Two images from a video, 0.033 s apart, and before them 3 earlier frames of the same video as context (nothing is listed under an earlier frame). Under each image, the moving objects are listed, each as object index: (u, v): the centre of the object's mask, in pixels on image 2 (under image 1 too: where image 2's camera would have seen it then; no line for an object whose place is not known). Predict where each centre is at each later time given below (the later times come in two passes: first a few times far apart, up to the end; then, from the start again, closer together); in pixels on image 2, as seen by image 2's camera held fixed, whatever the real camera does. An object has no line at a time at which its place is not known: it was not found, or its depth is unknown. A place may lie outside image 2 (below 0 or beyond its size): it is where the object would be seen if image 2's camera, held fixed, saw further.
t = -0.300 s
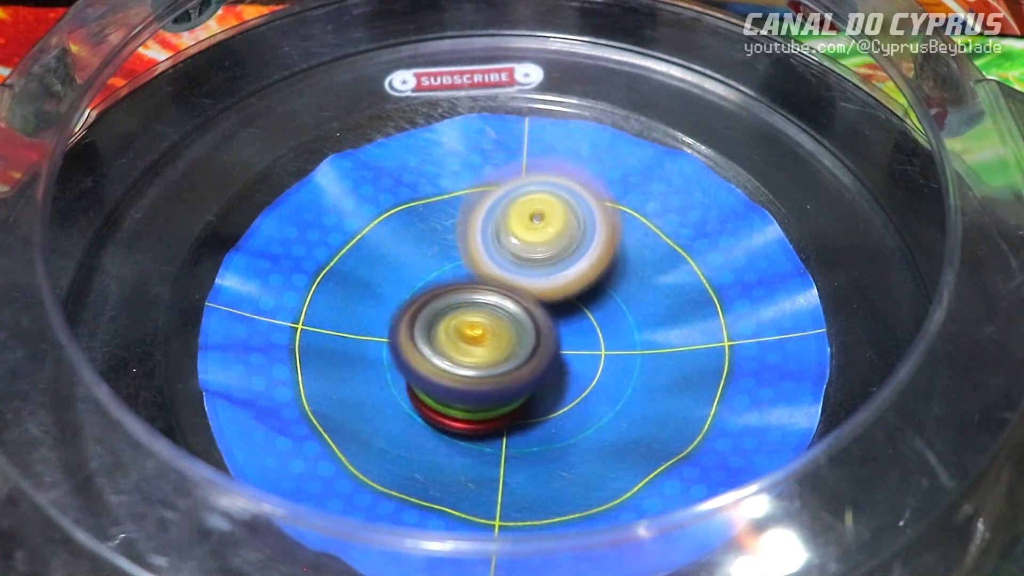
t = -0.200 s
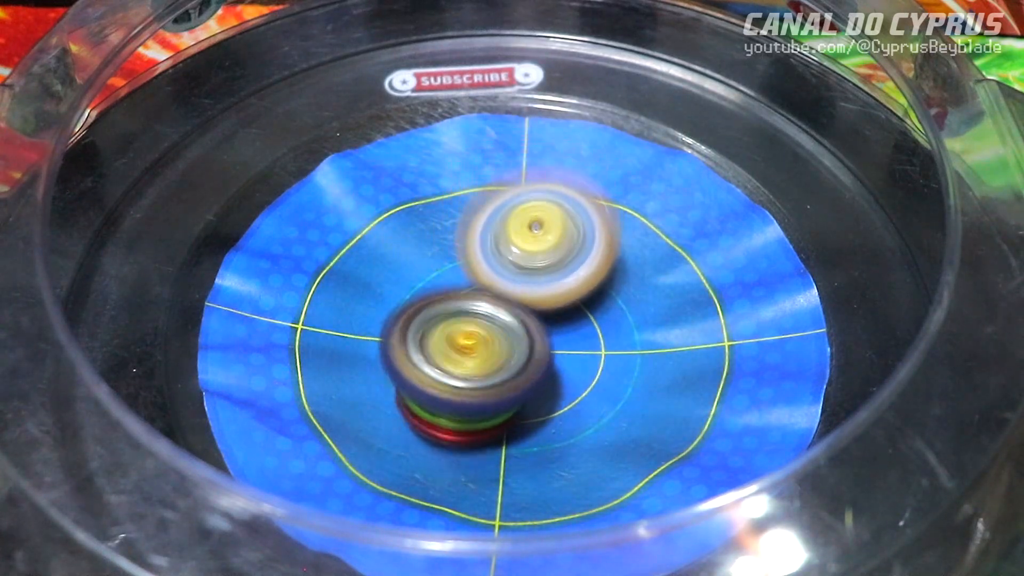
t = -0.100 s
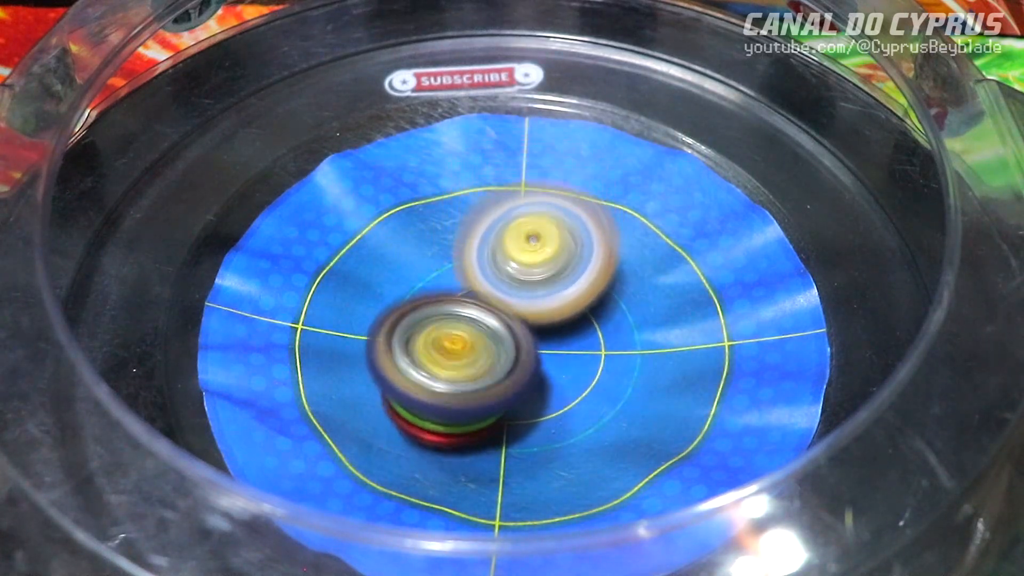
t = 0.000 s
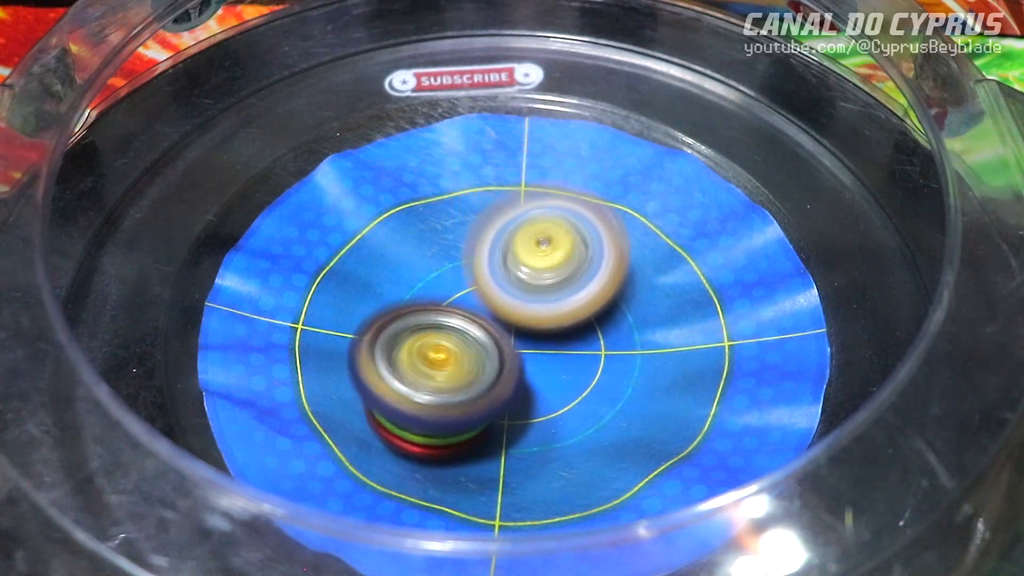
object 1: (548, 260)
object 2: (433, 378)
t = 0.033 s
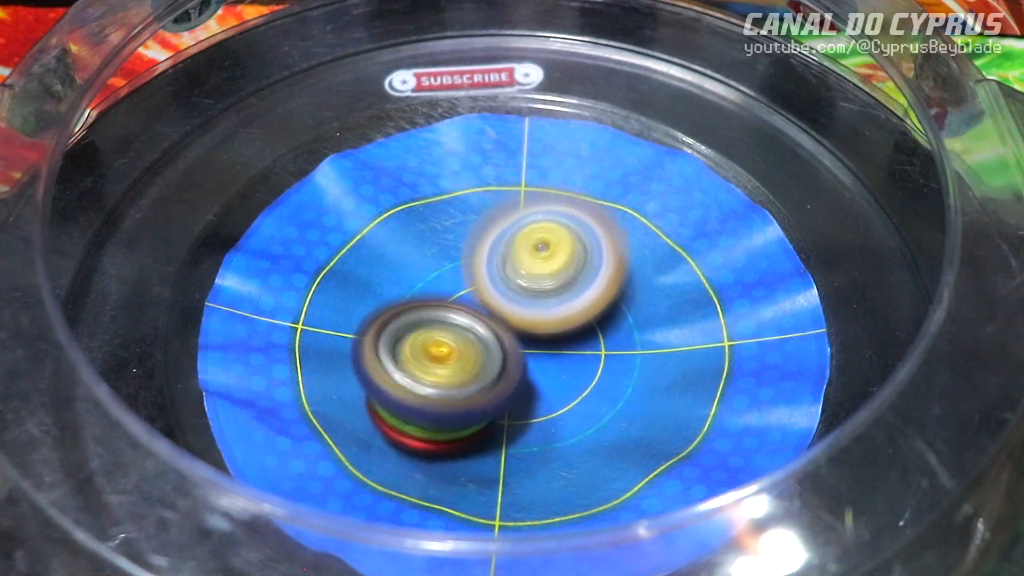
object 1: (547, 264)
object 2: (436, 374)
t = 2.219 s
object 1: (448, 409)
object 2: (519, 233)
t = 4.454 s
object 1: (581, 294)
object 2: (428, 336)
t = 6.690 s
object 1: (464, 239)
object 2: (522, 359)
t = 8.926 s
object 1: (424, 251)
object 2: (543, 327)
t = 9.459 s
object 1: (555, 242)
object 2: (473, 347)
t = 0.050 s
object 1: (548, 264)
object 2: (438, 370)
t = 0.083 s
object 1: (554, 264)
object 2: (428, 372)
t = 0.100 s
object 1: (558, 263)
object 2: (423, 374)
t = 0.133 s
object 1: (559, 263)
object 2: (418, 372)
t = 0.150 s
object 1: (560, 264)
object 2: (417, 369)
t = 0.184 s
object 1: (561, 267)
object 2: (419, 365)
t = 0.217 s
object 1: (559, 269)
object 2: (425, 356)
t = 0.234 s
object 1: (561, 270)
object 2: (423, 356)
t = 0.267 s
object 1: (570, 268)
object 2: (414, 359)
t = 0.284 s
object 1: (571, 268)
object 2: (413, 360)
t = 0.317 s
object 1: (573, 270)
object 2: (414, 360)
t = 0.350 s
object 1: (574, 271)
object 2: (419, 360)
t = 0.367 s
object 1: (573, 273)
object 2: (421, 359)
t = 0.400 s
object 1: (575, 278)
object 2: (428, 357)
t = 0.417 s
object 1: (578, 279)
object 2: (426, 356)
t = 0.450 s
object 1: (581, 280)
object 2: (427, 355)
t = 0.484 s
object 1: (584, 284)
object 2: (429, 352)
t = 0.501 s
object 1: (587, 283)
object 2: (427, 353)
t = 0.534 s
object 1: (590, 282)
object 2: (423, 353)
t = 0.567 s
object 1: (590, 283)
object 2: (424, 352)
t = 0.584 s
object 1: (589, 284)
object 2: (425, 351)
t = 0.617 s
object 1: (587, 286)
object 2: (425, 348)
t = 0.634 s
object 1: (588, 288)
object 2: (424, 347)
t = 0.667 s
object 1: (590, 288)
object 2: (420, 346)
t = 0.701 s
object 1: (589, 290)
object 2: (420, 343)
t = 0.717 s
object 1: (589, 291)
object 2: (420, 342)
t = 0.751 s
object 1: (586, 293)
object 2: (418, 340)
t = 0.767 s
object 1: (589, 293)
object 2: (411, 339)
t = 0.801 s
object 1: (595, 292)
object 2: (401, 338)
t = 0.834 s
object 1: (595, 293)
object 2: (399, 337)
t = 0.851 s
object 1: (593, 294)
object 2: (400, 336)
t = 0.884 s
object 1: (589, 296)
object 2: (407, 335)
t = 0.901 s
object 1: (585, 298)
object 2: (412, 333)
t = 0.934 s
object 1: (586, 299)
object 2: (409, 331)
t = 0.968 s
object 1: (602, 294)
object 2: (389, 328)
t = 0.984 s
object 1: (606, 293)
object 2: (383, 327)
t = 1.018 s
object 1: (609, 293)
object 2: (378, 323)
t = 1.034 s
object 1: (608, 293)
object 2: (377, 321)
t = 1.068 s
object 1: (604, 294)
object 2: (380, 317)
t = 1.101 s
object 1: (596, 296)
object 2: (385, 312)
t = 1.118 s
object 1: (590, 297)
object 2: (389, 309)
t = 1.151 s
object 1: (581, 301)
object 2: (397, 305)
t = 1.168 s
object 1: (574, 302)
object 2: (401, 302)
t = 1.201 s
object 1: (580, 304)
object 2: (390, 295)
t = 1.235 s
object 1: (582, 307)
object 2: (380, 288)
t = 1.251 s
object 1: (581, 309)
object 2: (379, 286)
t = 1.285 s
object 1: (577, 313)
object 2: (380, 281)
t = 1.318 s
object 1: (570, 317)
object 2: (385, 277)
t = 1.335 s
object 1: (568, 320)
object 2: (389, 275)
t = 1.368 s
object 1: (560, 326)
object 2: (399, 273)
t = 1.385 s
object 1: (558, 329)
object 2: (404, 272)
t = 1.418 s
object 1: (552, 335)
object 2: (415, 271)
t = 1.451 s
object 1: (549, 342)
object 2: (421, 268)
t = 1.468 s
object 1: (550, 346)
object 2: (418, 264)
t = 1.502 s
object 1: (547, 348)
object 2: (418, 259)
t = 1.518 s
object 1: (546, 350)
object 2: (419, 257)
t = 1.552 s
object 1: (538, 354)
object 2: (423, 257)
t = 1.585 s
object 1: (535, 359)
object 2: (425, 254)
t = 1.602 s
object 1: (532, 361)
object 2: (426, 252)
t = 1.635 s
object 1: (526, 363)
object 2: (432, 251)
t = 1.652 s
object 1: (524, 364)
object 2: (435, 250)
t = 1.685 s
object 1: (523, 371)
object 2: (438, 243)
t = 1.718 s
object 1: (520, 376)
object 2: (441, 236)
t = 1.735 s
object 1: (516, 377)
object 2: (444, 235)
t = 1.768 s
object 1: (512, 377)
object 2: (451, 236)
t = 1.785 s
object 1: (508, 377)
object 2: (456, 238)
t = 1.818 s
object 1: (504, 376)
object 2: (465, 242)
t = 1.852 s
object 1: (499, 380)
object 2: (472, 242)
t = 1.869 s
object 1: (497, 381)
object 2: (474, 241)
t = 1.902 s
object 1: (493, 381)
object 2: (481, 243)
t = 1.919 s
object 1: (490, 382)
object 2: (483, 244)
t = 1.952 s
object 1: (487, 388)
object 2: (488, 237)
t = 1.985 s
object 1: (486, 389)
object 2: (492, 234)
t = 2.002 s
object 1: (484, 390)
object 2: (494, 235)
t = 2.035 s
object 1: (480, 389)
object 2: (496, 235)
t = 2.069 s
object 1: (476, 386)
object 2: (500, 242)
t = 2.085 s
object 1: (474, 385)
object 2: (500, 244)
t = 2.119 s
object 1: (469, 388)
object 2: (504, 247)
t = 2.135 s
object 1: (461, 397)
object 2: (507, 240)
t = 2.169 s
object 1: (454, 406)
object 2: (514, 234)
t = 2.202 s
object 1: (449, 409)
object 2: (517, 232)
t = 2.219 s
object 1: (448, 409)
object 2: (519, 233)
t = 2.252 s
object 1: (446, 409)
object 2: (520, 236)
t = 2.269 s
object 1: (446, 408)
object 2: (521, 240)
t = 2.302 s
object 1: (442, 406)
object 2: (521, 245)
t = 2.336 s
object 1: (442, 401)
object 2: (522, 253)
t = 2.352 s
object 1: (443, 393)
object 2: (520, 257)
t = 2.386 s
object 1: (442, 388)
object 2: (520, 265)
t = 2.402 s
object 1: (438, 388)
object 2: (519, 266)
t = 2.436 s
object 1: (431, 389)
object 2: (522, 262)
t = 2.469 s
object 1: (426, 385)
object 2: (523, 261)
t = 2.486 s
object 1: (426, 384)
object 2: (523, 261)
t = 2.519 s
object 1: (425, 379)
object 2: (522, 262)
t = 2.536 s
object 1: (426, 377)
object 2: (522, 263)
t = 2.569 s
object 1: (409, 384)
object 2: (531, 252)
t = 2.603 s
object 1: (391, 395)
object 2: (550, 234)
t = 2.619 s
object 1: (386, 397)
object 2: (556, 227)
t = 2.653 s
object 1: (381, 396)
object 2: (566, 222)
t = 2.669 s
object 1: (380, 396)
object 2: (569, 222)
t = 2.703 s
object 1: (379, 392)
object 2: (576, 223)
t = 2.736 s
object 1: (381, 389)
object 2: (580, 226)
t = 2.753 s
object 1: (381, 386)
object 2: (583, 228)
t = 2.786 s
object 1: (383, 382)
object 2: (586, 234)
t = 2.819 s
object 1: (386, 376)
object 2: (587, 239)
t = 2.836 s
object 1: (388, 372)
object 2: (588, 243)
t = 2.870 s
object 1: (391, 365)
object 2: (587, 251)
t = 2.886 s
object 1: (394, 361)
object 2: (587, 256)
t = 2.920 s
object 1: (398, 354)
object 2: (583, 264)
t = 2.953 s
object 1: (400, 347)
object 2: (579, 272)
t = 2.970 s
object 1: (404, 343)
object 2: (574, 275)
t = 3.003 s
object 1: (404, 338)
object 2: (567, 283)
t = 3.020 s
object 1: (405, 333)
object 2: (567, 286)
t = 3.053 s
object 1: (399, 326)
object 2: (575, 288)
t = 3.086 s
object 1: (399, 320)
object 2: (574, 291)
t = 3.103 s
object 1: (399, 317)
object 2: (572, 294)
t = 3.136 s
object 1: (401, 310)
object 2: (566, 300)
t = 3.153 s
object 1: (402, 307)
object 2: (562, 304)
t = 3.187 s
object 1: (401, 301)
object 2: (557, 308)
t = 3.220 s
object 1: (397, 296)
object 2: (568, 312)
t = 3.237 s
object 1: (396, 294)
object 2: (571, 315)
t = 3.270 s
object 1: (398, 290)
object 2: (571, 319)
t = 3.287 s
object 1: (399, 288)
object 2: (570, 322)
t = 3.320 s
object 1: (405, 283)
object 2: (566, 327)
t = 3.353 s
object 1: (410, 279)
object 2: (563, 333)
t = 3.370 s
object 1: (412, 275)
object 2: (562, 336)
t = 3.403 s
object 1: (415, 269)
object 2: (563, 341)
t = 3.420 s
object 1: (415, 266)
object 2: (561, 343)
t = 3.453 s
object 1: (421, 262)
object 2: (558, 348)
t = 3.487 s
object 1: (427, 260)
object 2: (553, 352)
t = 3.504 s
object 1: (430, 257)
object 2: (550, 354)
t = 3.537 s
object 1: (435, 253)
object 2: (543, 357)
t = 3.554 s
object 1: (437, 251)
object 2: (540, 358)
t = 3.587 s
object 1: (443, 248)
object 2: (533, 359)
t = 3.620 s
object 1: (446, 246)
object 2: (527, 363)
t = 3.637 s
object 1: (450, 244)
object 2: (525, 364)
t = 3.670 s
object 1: (456, 242)
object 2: (519, 364)
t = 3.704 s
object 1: (461, 238)
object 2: (510, 364)
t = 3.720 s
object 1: (466, 237)
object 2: (507, 364)
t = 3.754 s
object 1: (471, 236)
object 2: (501, 365)
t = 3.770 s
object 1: (474, 235)
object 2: (498, 365)
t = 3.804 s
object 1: (479, 235)
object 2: (492, 367)
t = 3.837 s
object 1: (483, 234)
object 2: (487, 368)
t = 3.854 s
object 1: (488, 237)
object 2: (484, 367)
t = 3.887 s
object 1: (494, 238)
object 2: (477, 365)
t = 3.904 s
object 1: (498, 238)
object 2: (474, 364)
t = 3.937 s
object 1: (506, 237)
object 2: (469, 361)
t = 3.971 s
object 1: (511, 238)
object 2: (465, 359)
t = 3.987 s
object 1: (515, 238)
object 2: (464, 359)
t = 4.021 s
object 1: (521, 239)
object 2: (460, 358)
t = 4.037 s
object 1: (524, 239)
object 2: (458, 358)
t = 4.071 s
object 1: (532, 242)
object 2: (455, 356)
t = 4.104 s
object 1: (538, 244)
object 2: (452, 355)
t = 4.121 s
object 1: (543, 245)
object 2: (452, 354)
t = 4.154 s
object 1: (550, 250)
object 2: (450, 352)
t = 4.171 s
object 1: (552, 251)
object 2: (448, 351)
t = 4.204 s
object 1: (558, 255)
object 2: (445, 349)
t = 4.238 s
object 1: (561, 259)
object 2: (442, 346)
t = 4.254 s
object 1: (563, 261)
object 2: (442, 345)
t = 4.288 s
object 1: (568, 265)
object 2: (441, 343)
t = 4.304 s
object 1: (568, 265)
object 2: (440, 342)
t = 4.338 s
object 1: (572, 270)
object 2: (437, 342)
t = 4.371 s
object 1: (577, 275)
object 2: (434, 340)
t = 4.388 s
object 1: (578, 277)
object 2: (434, 339)
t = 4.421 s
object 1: (580, 285)
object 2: (432, 338)
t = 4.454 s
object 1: (581, 294)
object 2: (428, 336)
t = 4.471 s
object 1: (582, 297)
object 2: (428, 335)
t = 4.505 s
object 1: (583, 304)
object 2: (427, 332)
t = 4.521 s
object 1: (582, 307)
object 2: (426, 332)
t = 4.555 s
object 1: (586, 314)
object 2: (418, 329)
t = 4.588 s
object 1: (588, 320)
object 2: (413, 326)
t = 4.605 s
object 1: (586, 322)
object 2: (411, 324)
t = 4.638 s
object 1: (584, 327)
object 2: (411, 321)
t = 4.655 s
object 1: (583, 331)
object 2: (410, 318)
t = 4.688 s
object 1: (582, 336)
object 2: (412, 315)
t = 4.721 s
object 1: (580, 341)
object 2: (414, 311)
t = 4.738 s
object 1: (579, 346)
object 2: (416, 310)
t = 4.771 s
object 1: (580, 347)
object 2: (415, 305)
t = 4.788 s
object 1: (589, 351)
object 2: (407, 300)
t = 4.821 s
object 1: (592, 354)
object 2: (401, 292)
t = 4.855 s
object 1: (588, 356)
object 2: (400, 287)
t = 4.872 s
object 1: (588, 359)
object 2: (402, 285)
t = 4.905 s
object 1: (583, 362)
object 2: (409, 281)
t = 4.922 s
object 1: (582, 364)
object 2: (412, 279)
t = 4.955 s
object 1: (576, 367)
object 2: (421, 277)
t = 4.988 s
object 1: (569, 369)
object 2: (430, 277)
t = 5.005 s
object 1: (567, 370)
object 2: (435, 276)
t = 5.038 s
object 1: (563, 371)
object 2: (447, 278)
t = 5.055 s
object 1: (559, 375)
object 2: (450, 277)
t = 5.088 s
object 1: (559, 379)
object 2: (453, 272)
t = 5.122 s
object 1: (553, 381)
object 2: (458, 270)
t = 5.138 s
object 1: (548, 382)
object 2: (461, 270)
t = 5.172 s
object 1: (542, 383)
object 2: (467, 269)
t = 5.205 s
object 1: (538, 390)
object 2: (472, 264)
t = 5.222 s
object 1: (538, 394)
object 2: (473, 257)
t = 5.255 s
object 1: (530, 401)
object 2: (476, 250)
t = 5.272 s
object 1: (530, 408)
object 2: (476, 247)
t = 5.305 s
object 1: (521, 410)
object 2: (479, 246)
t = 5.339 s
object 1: (514, 410)
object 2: (485, 247)
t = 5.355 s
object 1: (511, 409)
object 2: (487, 248)
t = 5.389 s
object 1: (502, 410)
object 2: (492, 251)
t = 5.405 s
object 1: (498, 408)
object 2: (495, 254)
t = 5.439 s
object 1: (491, 402)
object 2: (502, 258)
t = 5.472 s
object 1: (484, 399)
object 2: (506, 262)
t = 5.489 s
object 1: (477, 397)
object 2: (510, 264)
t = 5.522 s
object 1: (470, 395)
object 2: (513, 265)
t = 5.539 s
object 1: (464, 395)
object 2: (518, 264)
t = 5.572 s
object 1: (456, 393)
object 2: (524, 261)
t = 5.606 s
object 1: (448, 388)
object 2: (528, 261)
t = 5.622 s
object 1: (447, 387)
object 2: (529, 262)
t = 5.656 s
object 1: (441, 381)
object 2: (531, 264)
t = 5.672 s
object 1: (438, 378)
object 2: (532, 266)
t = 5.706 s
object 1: (426, 379)
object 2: (535, 266)
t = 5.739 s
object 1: (418, 378)
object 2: (538, 263)
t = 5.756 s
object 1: (414, 375)
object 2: (538, 263)
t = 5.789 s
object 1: (409, 368)
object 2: (538, 264)
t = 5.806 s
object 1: (408, 369)
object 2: (537, 264)
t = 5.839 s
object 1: (404, 361)
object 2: (536, 266)
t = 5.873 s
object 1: (402, 354)
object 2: (535, 271)
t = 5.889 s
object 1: (398, 353)
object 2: (536, 272)
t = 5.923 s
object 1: (388, 350)
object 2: (544, 269)
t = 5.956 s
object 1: (381, 347)
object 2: (551, 266)
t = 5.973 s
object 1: (378, 342)
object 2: (553, 265)
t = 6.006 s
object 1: (378, 337)
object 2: (557, 266)
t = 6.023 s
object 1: (376, 335)
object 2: (559, 266)
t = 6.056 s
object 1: (377, 329)
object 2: (562, 267)
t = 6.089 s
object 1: (377, 324)
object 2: (563, 271)
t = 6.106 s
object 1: (380, 320)
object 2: (563, 271)
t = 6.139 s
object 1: (384, 315)
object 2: (562, 276)
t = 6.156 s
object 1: (385, 311)
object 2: (560, 278)
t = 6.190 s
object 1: (392, 306)
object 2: (556, 283)
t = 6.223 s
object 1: (392, 300)
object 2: (560, 287)
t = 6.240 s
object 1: (389, 299)
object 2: (564, 288)
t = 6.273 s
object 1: (390, 294)
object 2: (566, 293)
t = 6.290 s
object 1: (391, 293)
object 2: (566, 295)
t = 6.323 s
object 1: (398, 289)
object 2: (564, 299)
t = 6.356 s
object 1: (403, 285)
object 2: (561, 304)
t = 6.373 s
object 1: (403, 281)
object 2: (559, 306)
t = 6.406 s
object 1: (409, 275)
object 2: (554, 311)
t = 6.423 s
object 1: (408, 273)
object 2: (554, 315)
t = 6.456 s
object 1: (411, 268)
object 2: (555, 323)
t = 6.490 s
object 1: (418, 263)
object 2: (552, 328)
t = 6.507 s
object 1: (421, 261)
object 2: (551, 331)
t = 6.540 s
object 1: (427, 257)
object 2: (544, 336)
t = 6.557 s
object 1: (431, 256)
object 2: (541, 338)
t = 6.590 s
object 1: (438, 250)
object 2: (537, 347)
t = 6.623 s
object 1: (445, 246)
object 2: (533, 354)
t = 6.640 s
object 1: (452, 242)
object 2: (530, 355)
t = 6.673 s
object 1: (461, 238)
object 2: (524, 358)
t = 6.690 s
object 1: (464, 239)
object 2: (522, 359)
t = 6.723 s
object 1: (473, 236)
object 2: (516, 361)
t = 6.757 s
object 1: (482, 235)
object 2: (508, 361)
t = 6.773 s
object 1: (489, 234)
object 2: (505, 360)
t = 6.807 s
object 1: (499, 232)
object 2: (496, 358)
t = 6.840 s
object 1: (508, 232)
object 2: (489, 355)
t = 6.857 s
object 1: (510, 229)
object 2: (488, 353)
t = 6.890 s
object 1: (514, 228)
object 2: (484, 361)
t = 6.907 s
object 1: (516, 229)
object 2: (483, 364)
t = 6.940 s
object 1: (521, 231)
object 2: (481, 366)
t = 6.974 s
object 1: (528, 238)
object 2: (475, 367)
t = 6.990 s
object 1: (532, 237)
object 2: (473, 367)
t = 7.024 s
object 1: (540, 241)
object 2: (467, 366)
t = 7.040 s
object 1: (543, 244)
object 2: (464, 366)
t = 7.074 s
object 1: (549, 248)
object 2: (459, 364)
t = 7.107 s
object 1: (556, 254)
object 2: (456, 361)
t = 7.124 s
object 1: (560, 257)
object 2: (455, 360)
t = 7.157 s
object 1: (567, 262)
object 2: (453, 356)
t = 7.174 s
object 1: (569, 265)
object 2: (452, 353)
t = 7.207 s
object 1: (574, 269)
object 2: (451, 349)
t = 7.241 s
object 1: (578, 273)
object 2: (451, 345)
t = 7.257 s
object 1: (581, 276)
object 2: (450, 342)
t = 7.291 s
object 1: (583, 282)
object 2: (441, 341)
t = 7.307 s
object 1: (580, 284)
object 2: (436, 339)
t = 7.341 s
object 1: (580, 292)
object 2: (428, 336)
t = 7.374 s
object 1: (578, 302)
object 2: (423, 333)
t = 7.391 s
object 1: (578, 305)
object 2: (422, 332)
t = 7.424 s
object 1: (575, 314)
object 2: (419, 329)
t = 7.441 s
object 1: (573, 318)
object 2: (418, 326)
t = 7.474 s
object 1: (571, 331)
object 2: (415, 323)
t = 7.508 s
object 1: (568, 340)
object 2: (415, 319)
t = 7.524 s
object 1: (568, 342)
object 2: (413, 317)
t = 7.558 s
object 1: (566, 349)
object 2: (412, 312)
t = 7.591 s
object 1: (562, 356)
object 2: (414, 308)
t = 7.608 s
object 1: (561, 362)
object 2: (416, 307)
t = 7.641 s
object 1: (556, 370)
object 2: (420, 303)
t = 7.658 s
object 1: (554, 373)
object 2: (422, 301)
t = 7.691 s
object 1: (549, 380)
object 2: (428, 298)
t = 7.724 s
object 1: (543, 385)
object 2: (434, 295)
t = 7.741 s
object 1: (539, 385)
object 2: (437, 294)
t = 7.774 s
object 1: (533, 389)
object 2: (444, 291)
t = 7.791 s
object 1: (532, 392)
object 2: (447, 288)
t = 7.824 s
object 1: (527, 396)
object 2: (453, 283)
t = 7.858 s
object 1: (521, 399)
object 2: (460, 280)
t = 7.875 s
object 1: (520, 399)
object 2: (463, 278)
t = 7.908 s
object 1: (512, 401)
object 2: (472, 277)
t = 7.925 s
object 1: (505, 401)
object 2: (476, 275)
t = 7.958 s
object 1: (497, 401)
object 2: (484, 274)
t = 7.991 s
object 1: (491, 399)
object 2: (492, 275)
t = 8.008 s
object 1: (488, 399)
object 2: (495, 273)
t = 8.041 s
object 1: (481, 397)
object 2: (503, 273)
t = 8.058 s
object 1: (478, 395)
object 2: (507, 273)
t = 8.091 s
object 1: (472, 393)
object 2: (514, 273)
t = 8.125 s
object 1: (465, 388)
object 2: (521, 277)
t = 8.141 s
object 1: (461, 387)
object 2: (525, 277)
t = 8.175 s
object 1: (446, 387)
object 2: (536, 273)
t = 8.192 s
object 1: (439, 387)
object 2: (539, 272)
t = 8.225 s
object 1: (431, 384)
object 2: (544, 271)
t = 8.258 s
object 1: (422, 380)
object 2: (550, 272)
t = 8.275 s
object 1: (417, 380)
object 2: (553, 273)
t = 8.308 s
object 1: (412, 374)
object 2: (559, 274)
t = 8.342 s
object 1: (406, 367)
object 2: (563, 276)
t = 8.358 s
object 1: (405, 365)
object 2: (565, 276)
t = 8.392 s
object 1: (401, 357)
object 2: (568, 278)
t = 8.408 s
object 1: (400, 355)
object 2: (571, 280)
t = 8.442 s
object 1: (398, 348)
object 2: (572, 282)
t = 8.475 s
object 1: (396, 340)
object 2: (574, 284)
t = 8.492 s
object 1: (395, 336)
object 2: (574, 286)
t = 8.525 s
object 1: (395, 328)
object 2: (574, 289)
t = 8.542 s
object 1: (395, 326)
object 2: (574, 290)
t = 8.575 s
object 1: (398, 317)
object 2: (573, 294)
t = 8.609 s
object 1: (399, 310)
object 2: (570, 297)
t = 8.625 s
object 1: (402, 308)
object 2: (568, 300)
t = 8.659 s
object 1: (404, 299)
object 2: (565, 303)
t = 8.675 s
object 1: (404, 296)
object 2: (562, 305)
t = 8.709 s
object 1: (408, 288)
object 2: (557, 309)
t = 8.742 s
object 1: (407, 283)
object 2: (558, 312)
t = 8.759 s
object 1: (409, 277)
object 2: (563, 317)
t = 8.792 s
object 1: (408, 268)
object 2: (565, 320)
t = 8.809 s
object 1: (411, 266)
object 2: (563, 320)
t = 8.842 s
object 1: (412, 260)
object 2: (558, 321)
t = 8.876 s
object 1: (415, 255)
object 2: (552, 323)
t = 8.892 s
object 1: (417, 254)
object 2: (549, 324)
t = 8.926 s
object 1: (424, 251)
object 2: (543, 327)
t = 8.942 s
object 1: (426, 247)
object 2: (541, 328)
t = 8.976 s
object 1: (432, 242)
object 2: (539, 335)
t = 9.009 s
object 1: (438, 236)
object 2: (535, 339)
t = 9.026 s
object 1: (441, 234)
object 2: (532, 340)
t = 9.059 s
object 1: (447, 229)
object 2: (527, 344)
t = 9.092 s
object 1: (453, 228)
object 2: (522, 346)
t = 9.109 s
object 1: (460, 225)
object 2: (520, 347)
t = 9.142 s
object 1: (468, 224)
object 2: (516, 349)
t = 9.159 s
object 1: (471, 224)
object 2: (513, 350)
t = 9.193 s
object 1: (481, 224)
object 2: (508, 352)
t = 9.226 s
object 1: (491, 223)
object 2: (502, 353)
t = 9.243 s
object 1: (494, 225)
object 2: (498, 352)
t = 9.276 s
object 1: (505, 229)
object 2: (493, 352)
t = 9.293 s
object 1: (510, 229)
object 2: (492, 352)
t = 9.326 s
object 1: (518, 231)
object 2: (487, 351)
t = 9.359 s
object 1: (527, 232)
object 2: (483, 350)
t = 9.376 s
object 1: (532, 231)
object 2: (481, 350)
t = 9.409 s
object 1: (542, 236)
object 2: (477, 349)
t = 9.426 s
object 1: (546, 239)
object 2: (475, 349)
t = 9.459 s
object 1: (555, 242)
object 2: (473, 347)
